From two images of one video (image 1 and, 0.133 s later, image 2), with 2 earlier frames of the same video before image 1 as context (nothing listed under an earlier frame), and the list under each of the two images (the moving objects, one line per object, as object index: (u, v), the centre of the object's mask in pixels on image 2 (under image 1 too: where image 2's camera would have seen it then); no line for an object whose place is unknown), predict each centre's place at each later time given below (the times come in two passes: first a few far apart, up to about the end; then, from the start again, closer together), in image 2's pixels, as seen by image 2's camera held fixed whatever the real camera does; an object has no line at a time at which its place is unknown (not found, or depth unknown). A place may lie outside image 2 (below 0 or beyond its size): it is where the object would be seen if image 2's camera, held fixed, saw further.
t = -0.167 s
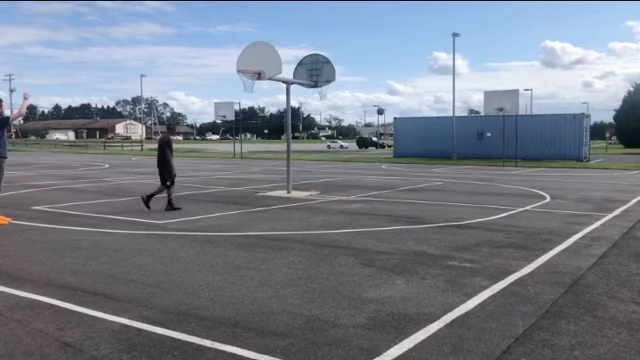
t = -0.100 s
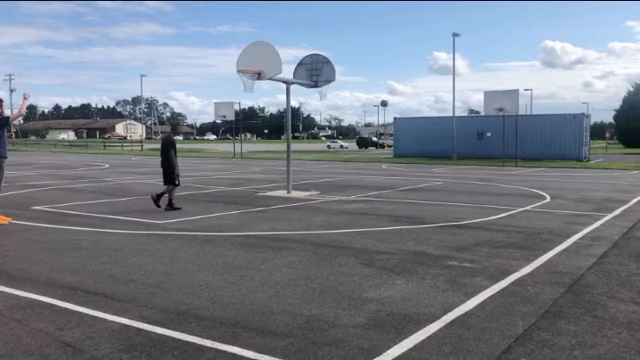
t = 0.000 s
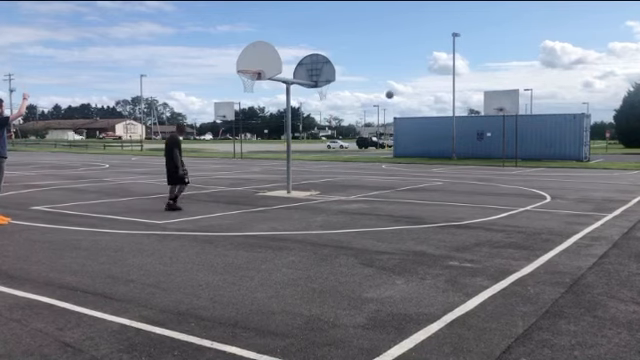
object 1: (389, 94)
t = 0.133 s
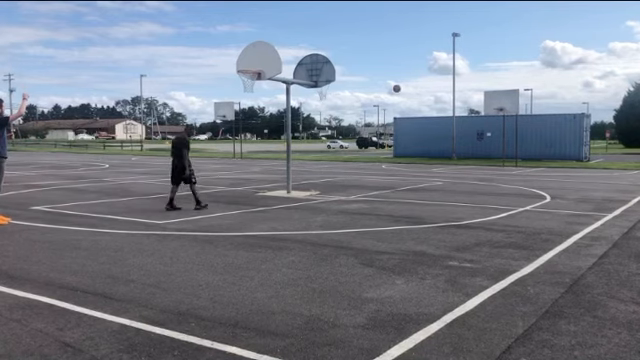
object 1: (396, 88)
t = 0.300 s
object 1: (405, 88)
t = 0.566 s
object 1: (419, 106)
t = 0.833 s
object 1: (431, 147)
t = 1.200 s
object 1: (451, 148)
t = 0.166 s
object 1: (398, 87)
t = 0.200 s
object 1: (400, 87)
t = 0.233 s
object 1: (402, 87)
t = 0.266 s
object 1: (403, 88)
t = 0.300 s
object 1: (405, 88)
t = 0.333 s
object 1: (407, 89)
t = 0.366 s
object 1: (408, 91)
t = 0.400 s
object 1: (410, 92)
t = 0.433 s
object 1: (412, 95)
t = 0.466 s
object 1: (413, 97)
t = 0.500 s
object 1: (415, 100)
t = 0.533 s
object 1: (417, 103)
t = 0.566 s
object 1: (419, 106)
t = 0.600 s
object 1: (420, 110)
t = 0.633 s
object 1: (422, 115)
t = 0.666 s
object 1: (423, 119)
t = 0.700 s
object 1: (424, 124)
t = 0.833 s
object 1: (431, 147)
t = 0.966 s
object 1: (436, 172)
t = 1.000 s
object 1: (438, 179)
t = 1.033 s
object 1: (440, 174)
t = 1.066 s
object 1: (442, 168)
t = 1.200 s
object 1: (451, 148)
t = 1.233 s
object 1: (453, 144)
